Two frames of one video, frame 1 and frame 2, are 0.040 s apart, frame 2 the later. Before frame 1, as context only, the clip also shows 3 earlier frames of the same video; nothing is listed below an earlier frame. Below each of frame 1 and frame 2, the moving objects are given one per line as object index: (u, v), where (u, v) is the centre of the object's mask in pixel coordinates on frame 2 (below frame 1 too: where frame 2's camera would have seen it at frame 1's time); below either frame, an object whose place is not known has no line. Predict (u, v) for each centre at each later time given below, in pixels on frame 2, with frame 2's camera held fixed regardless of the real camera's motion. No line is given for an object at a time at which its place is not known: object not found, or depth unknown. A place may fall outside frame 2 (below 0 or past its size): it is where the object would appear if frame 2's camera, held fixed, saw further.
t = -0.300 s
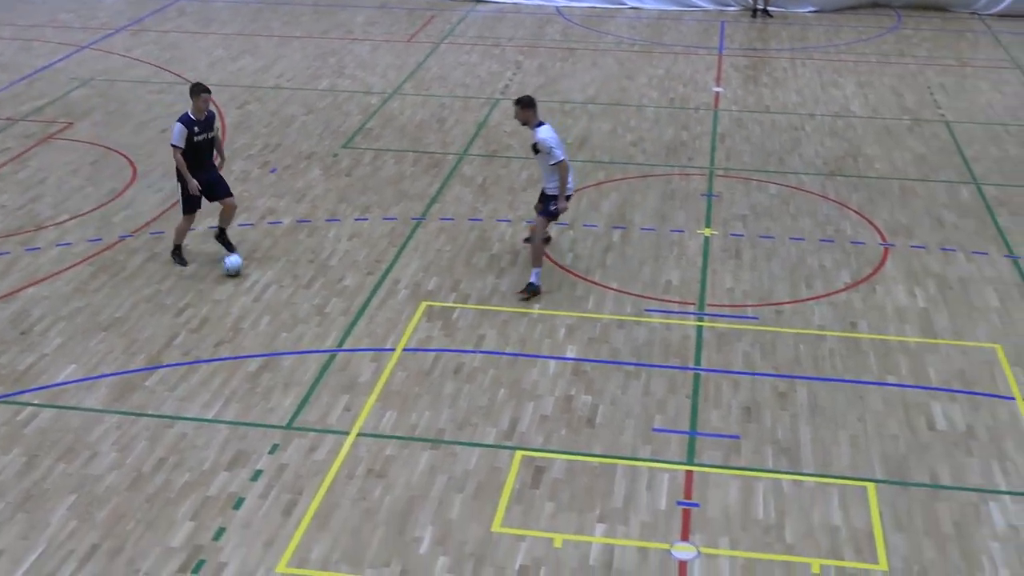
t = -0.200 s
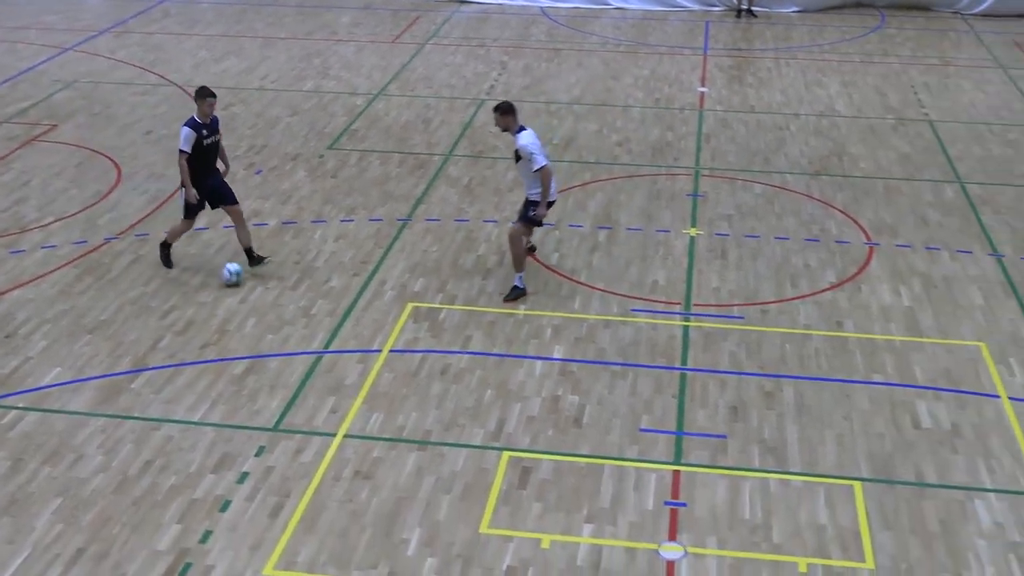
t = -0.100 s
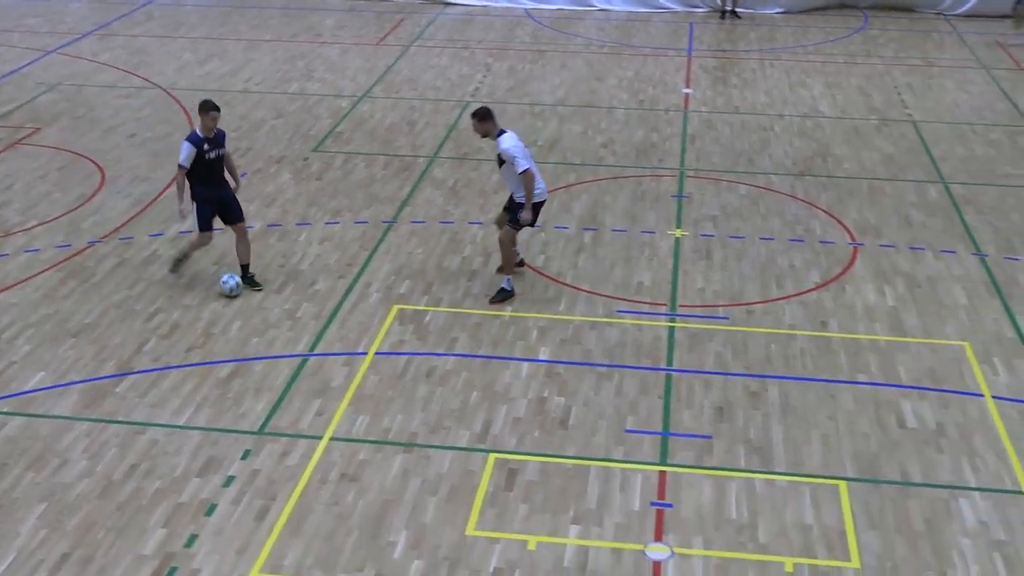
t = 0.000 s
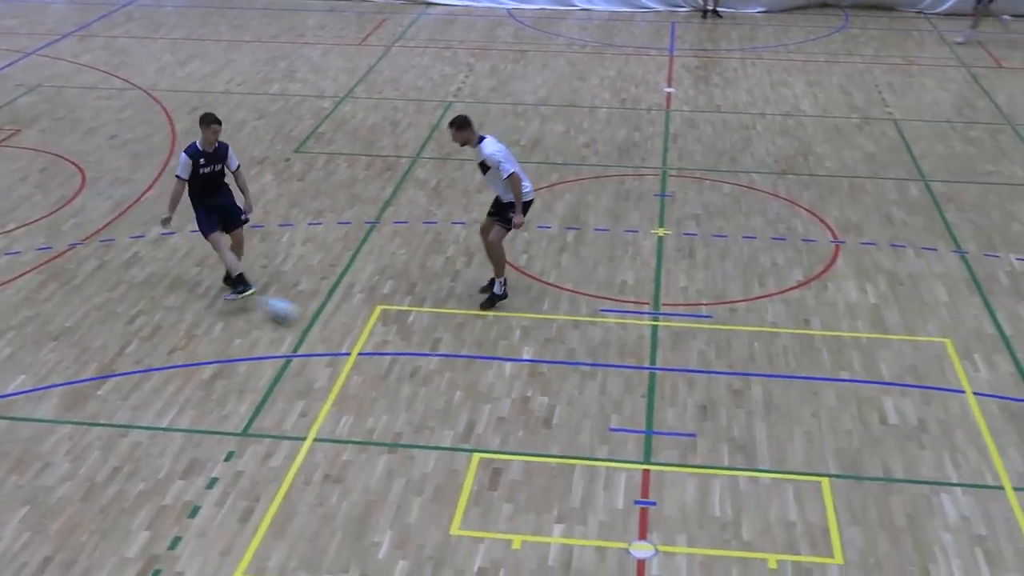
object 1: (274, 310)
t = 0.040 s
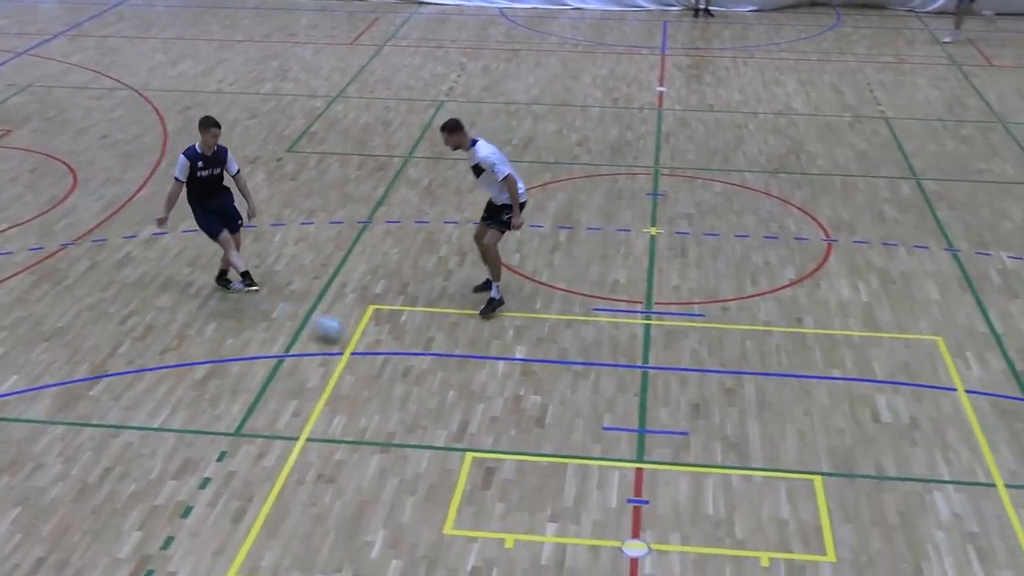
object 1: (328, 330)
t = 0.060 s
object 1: (357, 338)
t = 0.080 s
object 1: (385, 346)
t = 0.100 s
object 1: (416, 359)
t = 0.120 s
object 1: (445, 367)
